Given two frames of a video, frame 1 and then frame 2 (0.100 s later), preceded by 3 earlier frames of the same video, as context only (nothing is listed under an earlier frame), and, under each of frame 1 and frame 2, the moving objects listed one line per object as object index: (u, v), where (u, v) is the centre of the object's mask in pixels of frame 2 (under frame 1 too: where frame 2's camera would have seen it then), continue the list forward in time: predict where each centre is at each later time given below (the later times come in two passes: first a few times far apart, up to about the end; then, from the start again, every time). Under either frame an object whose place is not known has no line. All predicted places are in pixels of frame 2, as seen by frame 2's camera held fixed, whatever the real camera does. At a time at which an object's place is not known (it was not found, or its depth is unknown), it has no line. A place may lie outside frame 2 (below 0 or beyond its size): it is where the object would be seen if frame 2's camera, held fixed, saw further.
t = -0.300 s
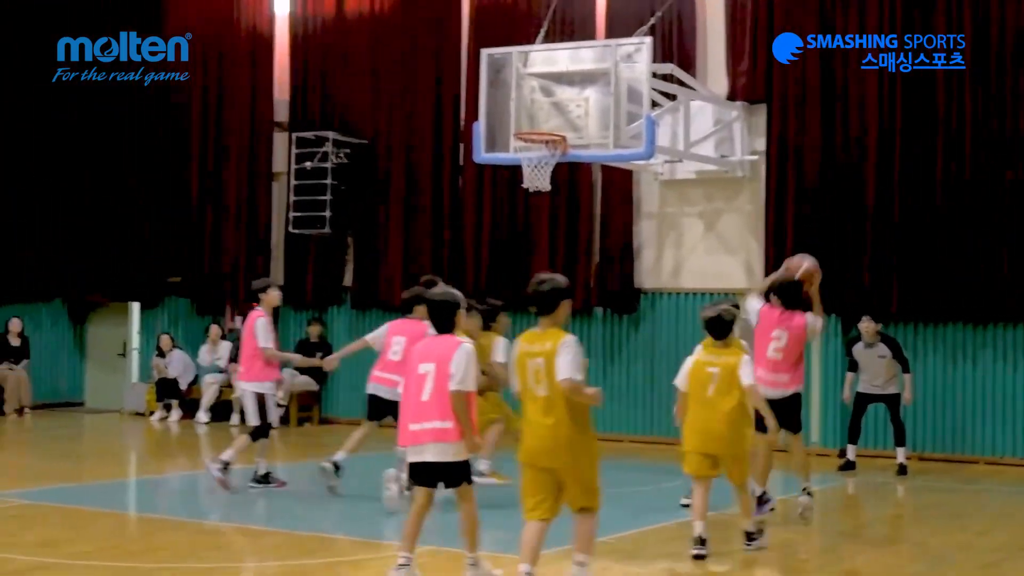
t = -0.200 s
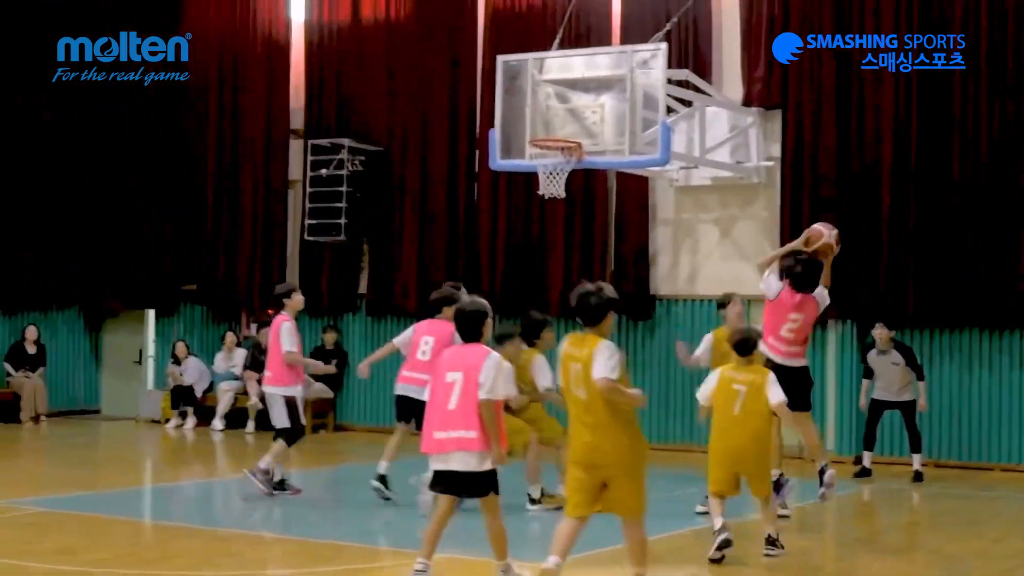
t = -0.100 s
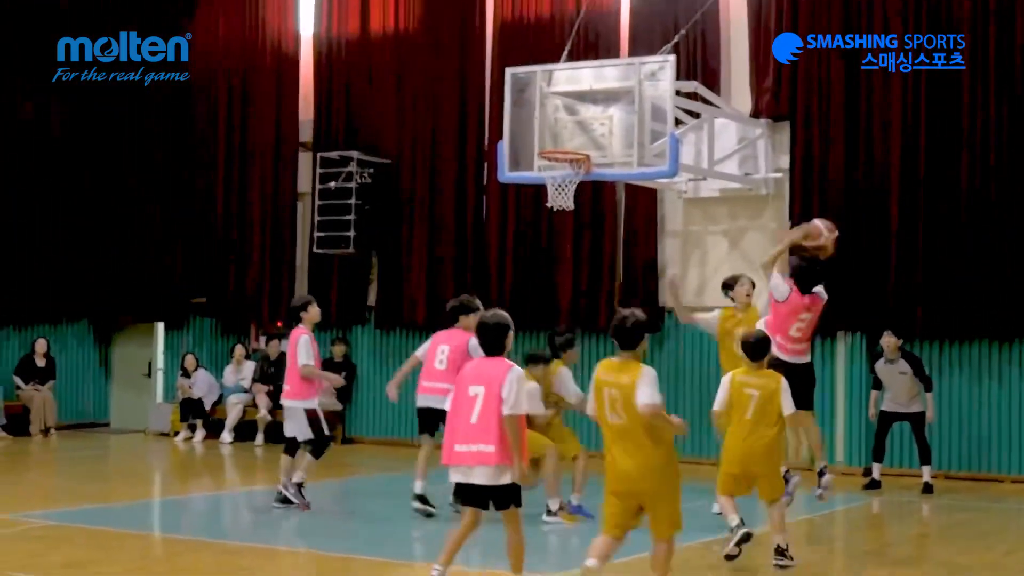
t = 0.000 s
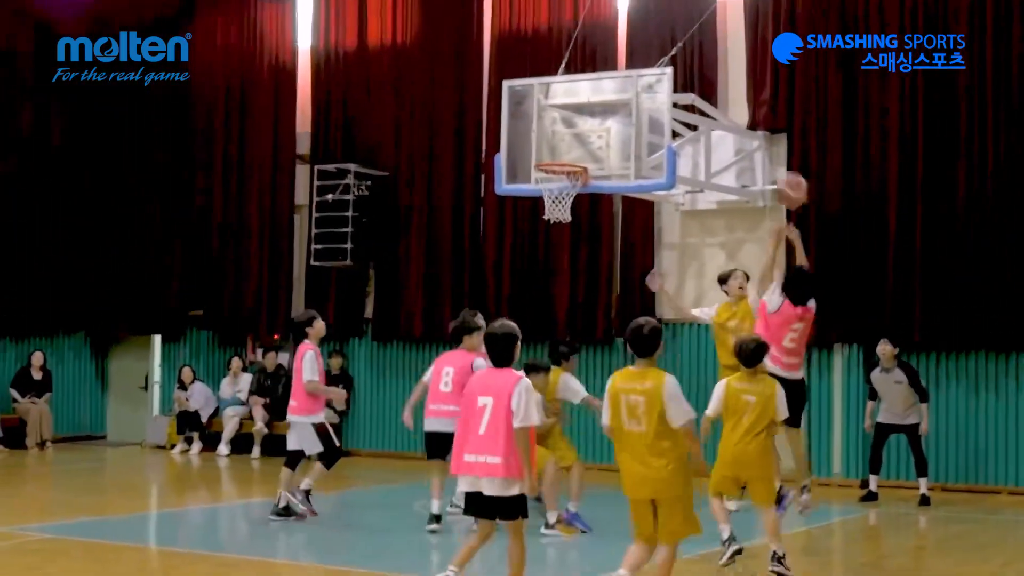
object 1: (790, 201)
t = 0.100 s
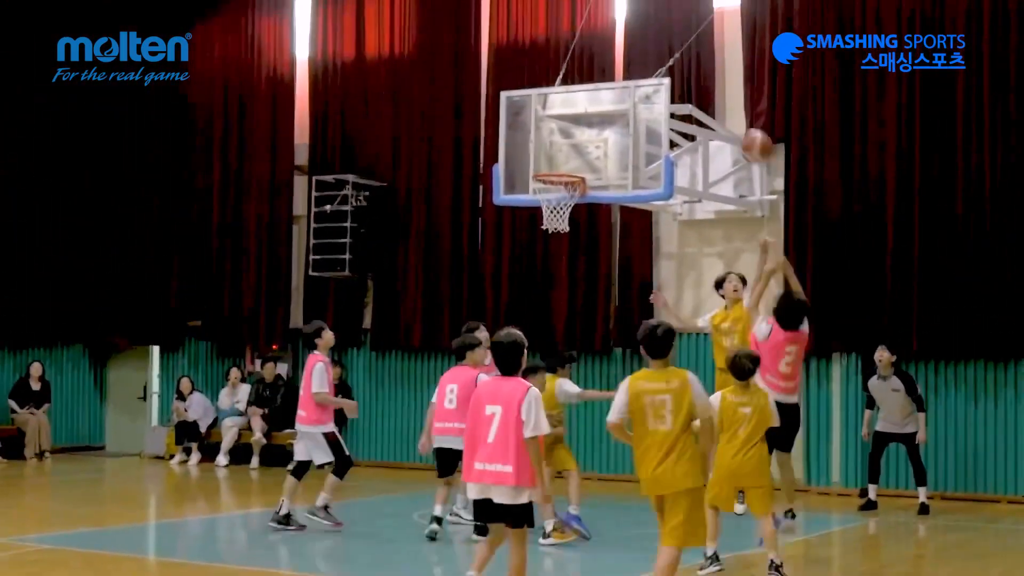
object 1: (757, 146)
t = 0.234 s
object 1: (716, 101)
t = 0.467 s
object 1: (654, 78)
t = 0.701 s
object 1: (600, 119)
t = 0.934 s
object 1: (547, 194)
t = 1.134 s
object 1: (536, 198)
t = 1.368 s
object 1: (558, 225)
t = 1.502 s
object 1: (572, 260)
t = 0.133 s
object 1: (746, 132)
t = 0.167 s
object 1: (737, 121)
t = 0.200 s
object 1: (726, 110)
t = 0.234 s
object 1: (716, 101)
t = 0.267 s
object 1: (707, 95)
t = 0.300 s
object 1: (697, 89)
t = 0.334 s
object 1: (688, 84)
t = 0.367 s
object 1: (680, 81)
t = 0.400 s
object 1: (671, 79)
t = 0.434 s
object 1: (663, 78)
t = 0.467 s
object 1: (654, 78)
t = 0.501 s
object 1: (646, 81)
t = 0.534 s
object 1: (638, 84)
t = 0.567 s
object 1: (629, 89)
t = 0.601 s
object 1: (622, 94)
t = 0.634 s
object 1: (614, 102)
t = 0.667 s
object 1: (607, 110)
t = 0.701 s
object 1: (600, 119)
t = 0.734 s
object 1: (593, 129)
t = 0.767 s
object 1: (586, 141)
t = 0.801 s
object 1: (579, 153)
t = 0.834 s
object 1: (572, 165)
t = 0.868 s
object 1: (572, 172)
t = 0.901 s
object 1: (558, 189)
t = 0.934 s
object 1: (547, 194)
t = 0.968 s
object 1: (539, 198)
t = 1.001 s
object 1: (535, 199)
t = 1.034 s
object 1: (533, 197)
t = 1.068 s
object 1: (533, 200)
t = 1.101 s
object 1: (533, 198)
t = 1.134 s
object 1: (536, 198)
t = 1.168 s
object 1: (539, 200)
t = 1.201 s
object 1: (543, 203)
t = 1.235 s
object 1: (545, 206)
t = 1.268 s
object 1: (550, 208)
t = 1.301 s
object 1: (551, 216)
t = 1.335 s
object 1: (556, 221)
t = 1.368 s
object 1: (558, 225)
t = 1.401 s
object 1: (562, 232)
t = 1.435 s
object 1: (566, 240)
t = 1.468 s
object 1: (569, 249)
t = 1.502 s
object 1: (572, 260)
